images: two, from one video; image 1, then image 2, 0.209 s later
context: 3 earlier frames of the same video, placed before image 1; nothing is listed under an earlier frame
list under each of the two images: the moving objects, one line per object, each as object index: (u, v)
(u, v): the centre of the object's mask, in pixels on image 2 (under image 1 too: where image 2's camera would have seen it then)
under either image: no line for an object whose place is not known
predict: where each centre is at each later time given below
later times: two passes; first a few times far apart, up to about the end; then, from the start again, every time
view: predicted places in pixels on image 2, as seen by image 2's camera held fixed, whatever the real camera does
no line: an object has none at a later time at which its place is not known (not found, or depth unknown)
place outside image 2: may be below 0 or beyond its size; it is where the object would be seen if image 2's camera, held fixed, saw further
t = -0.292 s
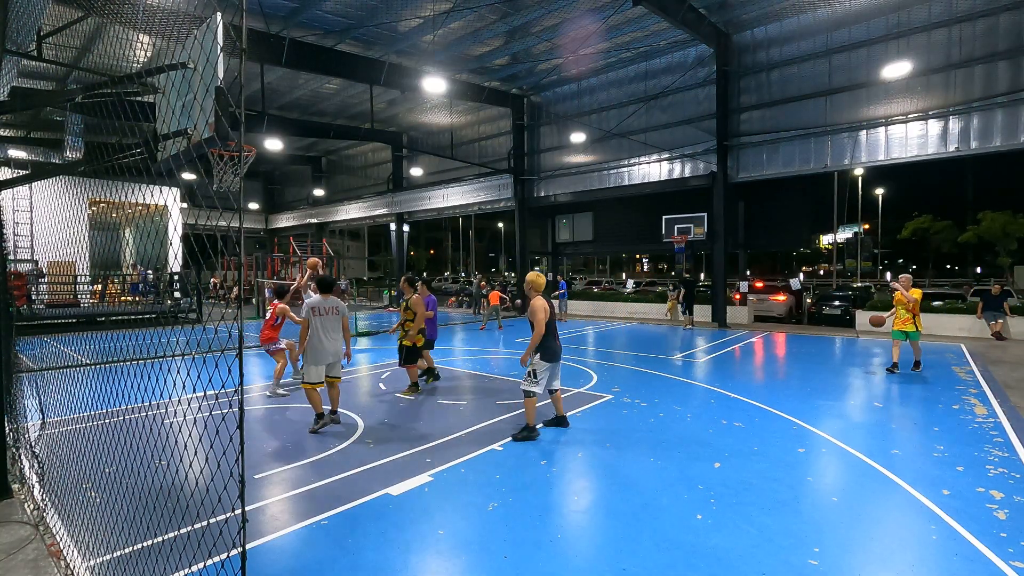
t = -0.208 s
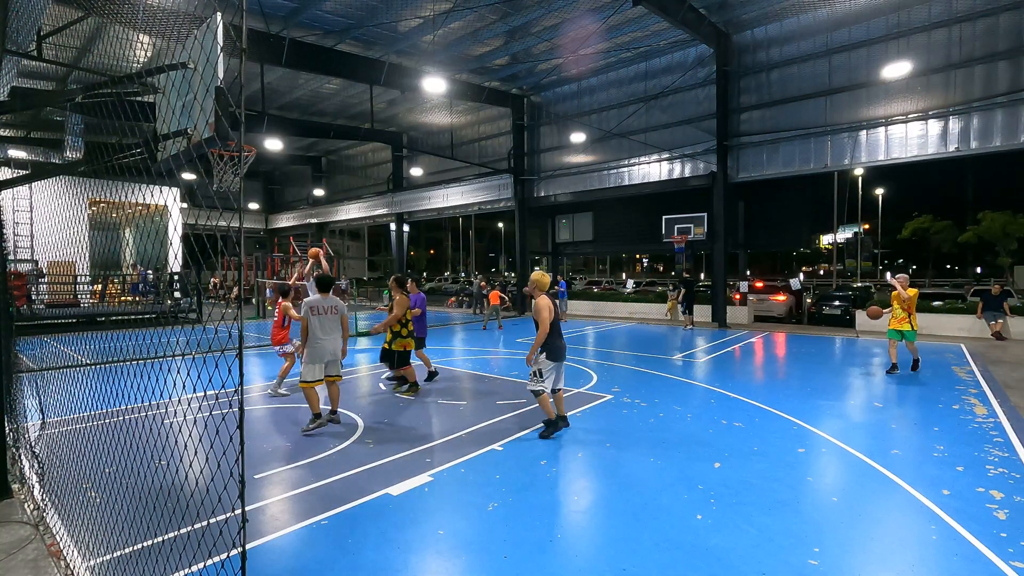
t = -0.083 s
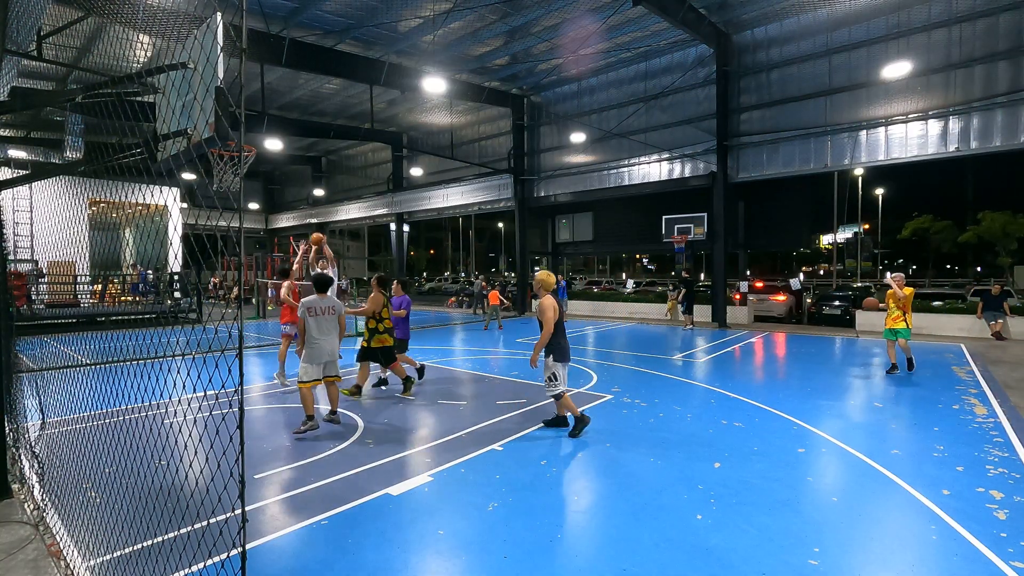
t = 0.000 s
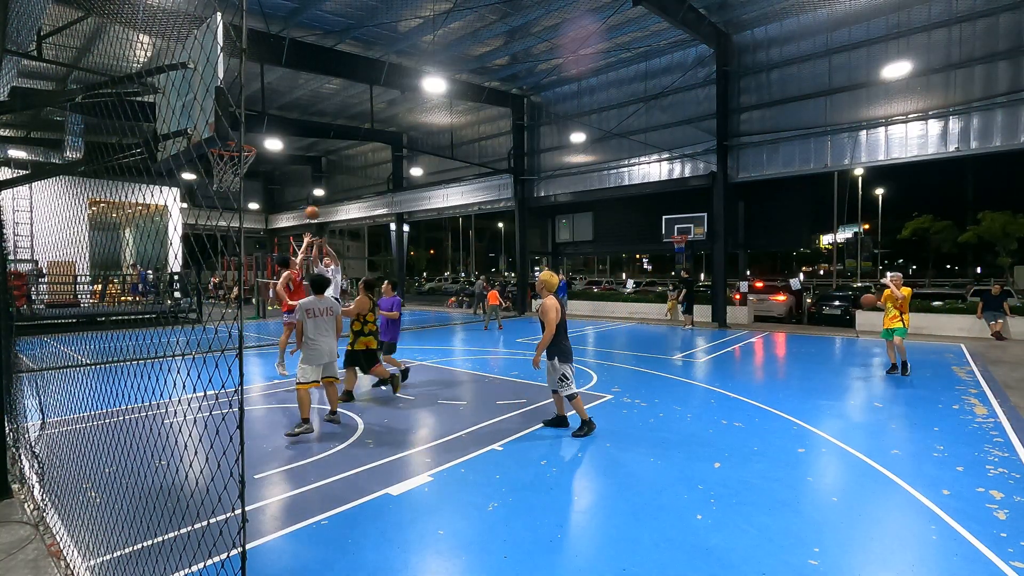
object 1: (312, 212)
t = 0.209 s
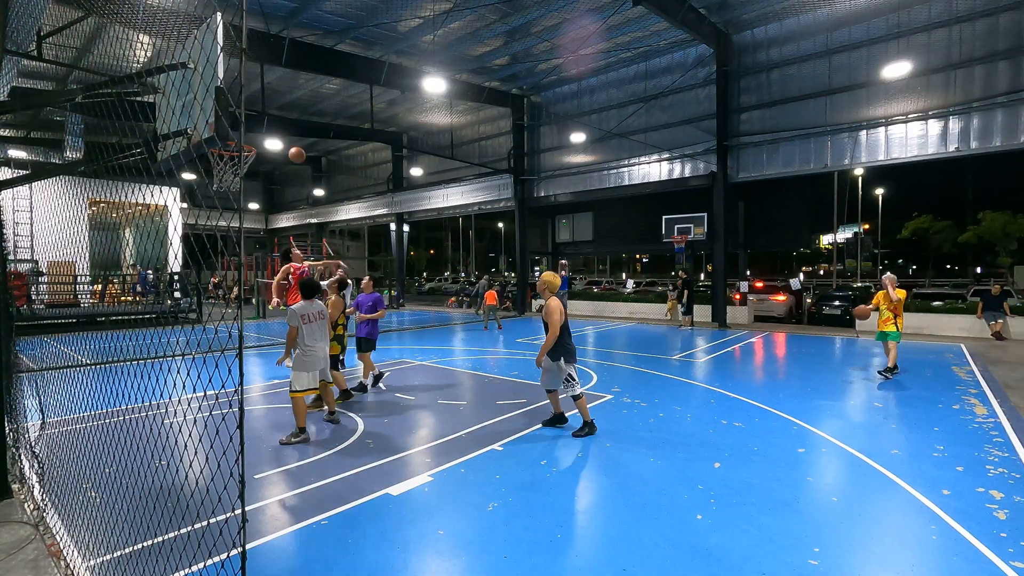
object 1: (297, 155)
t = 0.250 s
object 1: (293, 145)
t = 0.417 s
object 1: (279, 115)
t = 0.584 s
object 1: (262, 99)
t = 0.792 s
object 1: (239, 107)
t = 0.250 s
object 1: (293, 145)
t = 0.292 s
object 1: (290, 136)
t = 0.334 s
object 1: (286, 128)
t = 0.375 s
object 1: (283, 121)
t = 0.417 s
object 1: (279, 115)
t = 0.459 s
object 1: (275, 109)
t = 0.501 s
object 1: (271, 105)
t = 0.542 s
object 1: (266, 101)
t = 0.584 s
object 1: (262, 99)
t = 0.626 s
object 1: (257, 98)
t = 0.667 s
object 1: (253, 99)
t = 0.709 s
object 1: (251, 100)
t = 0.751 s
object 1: (244, 102)
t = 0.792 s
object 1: (239, 107)
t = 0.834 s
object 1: (234, 114)
